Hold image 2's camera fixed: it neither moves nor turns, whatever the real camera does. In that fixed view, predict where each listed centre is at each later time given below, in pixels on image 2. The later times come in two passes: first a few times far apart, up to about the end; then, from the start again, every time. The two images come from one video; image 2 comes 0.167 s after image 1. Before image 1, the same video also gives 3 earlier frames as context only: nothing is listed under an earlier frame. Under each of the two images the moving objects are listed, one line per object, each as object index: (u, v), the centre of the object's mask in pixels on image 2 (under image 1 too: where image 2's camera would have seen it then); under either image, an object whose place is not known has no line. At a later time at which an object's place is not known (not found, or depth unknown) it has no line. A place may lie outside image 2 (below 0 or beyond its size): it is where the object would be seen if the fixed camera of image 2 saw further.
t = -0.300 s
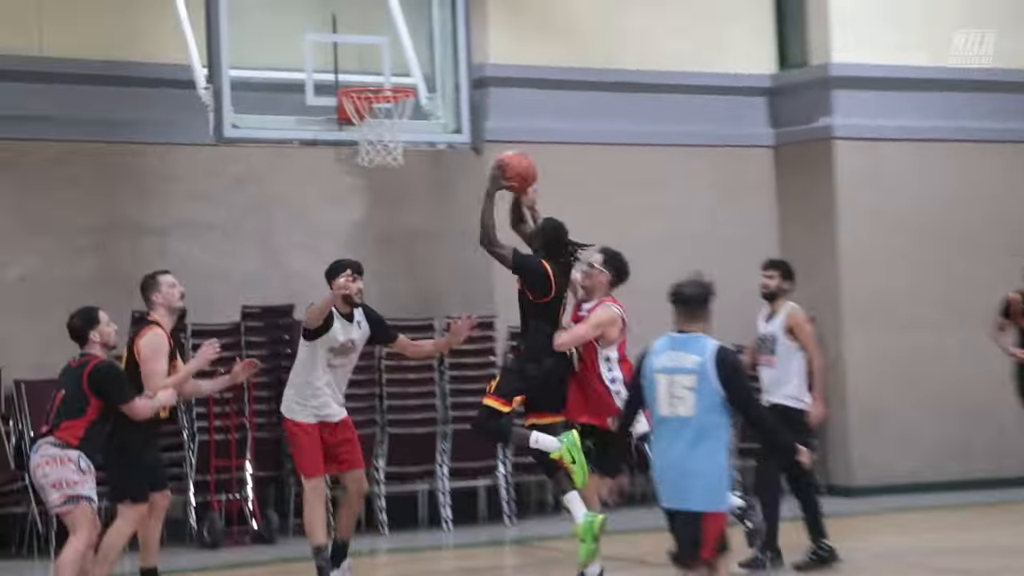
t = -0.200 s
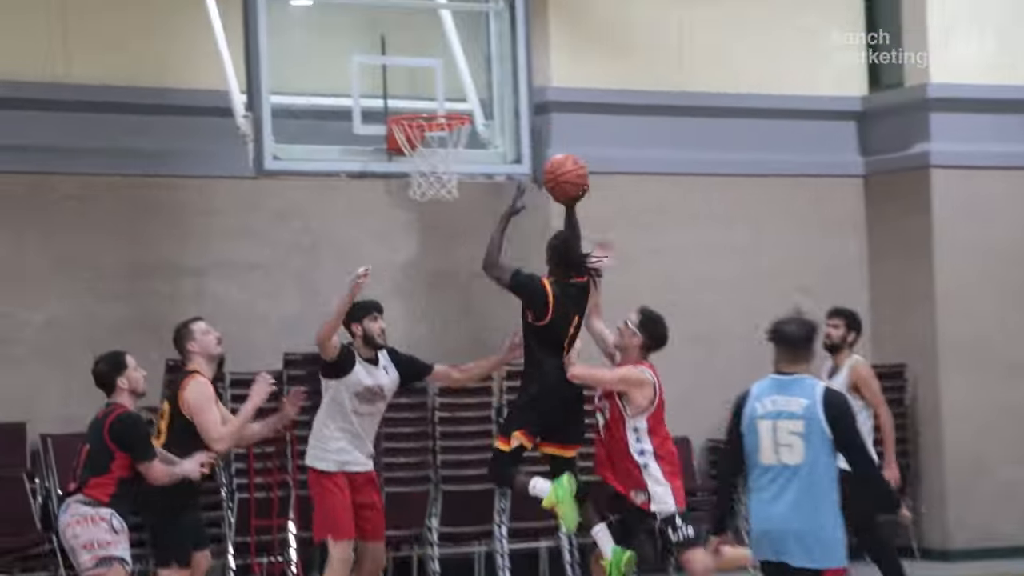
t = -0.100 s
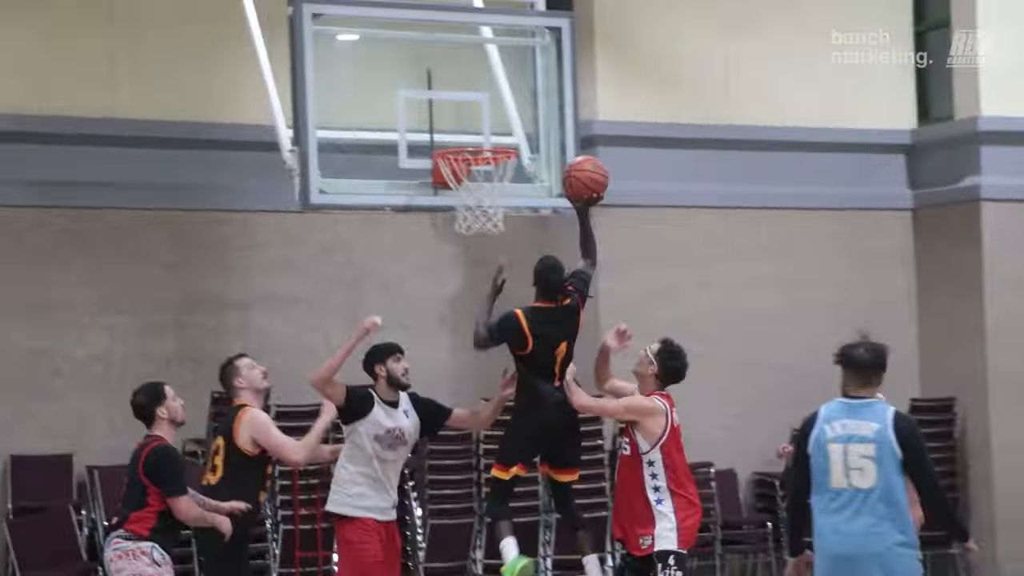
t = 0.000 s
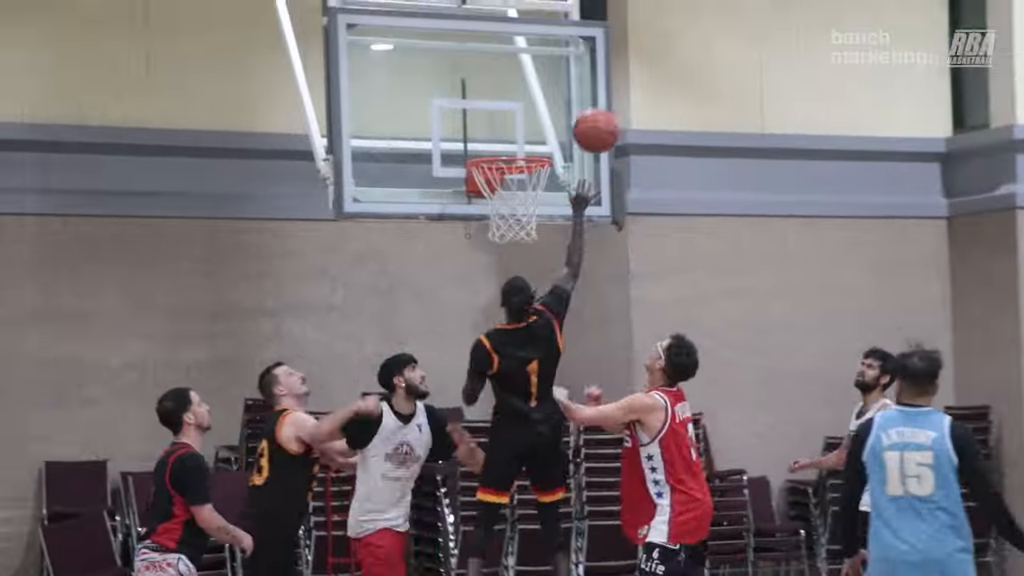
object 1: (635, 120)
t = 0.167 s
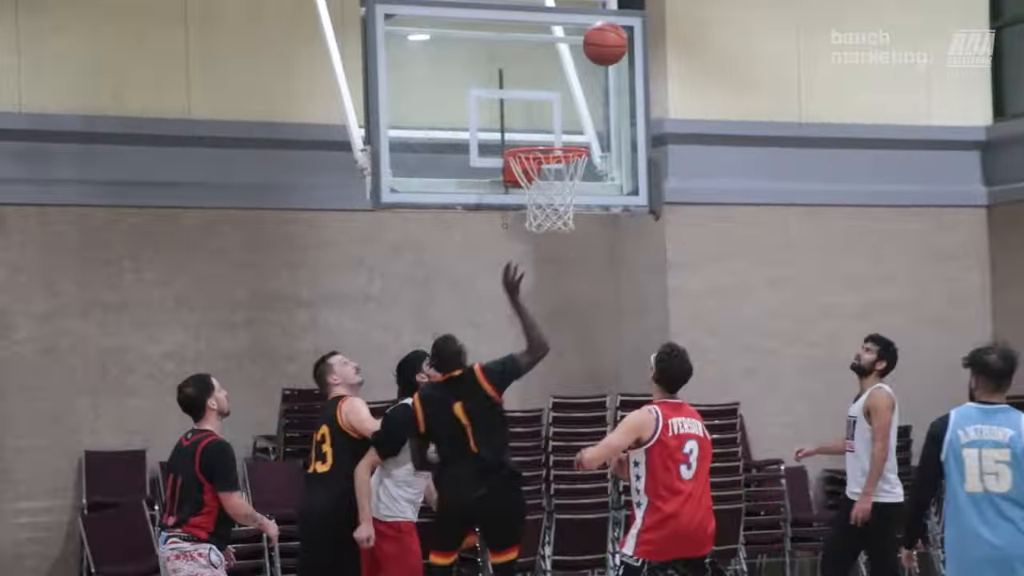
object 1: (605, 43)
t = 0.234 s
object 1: (594, 27)
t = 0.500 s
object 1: (557, 44)
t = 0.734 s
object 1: (536, 140)
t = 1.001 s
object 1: (521, 192)
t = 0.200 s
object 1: (600, 35)
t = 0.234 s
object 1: (594, 27)
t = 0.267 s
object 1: (589, 25)
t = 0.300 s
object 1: (584, 24)
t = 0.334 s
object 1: (580, 24)
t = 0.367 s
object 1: (575, 26)
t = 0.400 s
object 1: (570, 28)
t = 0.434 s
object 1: (566, 31)
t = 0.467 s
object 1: (561, 36)
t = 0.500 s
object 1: (557, 44)
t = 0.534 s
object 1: (553, 55)
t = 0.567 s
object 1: (549, 67)
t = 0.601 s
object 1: (546, 82)
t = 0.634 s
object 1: (542, 97)
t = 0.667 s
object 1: (538, 116)
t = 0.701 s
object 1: (535, 133)
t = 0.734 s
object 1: (536, 140)
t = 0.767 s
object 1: (548, 139)
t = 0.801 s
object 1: (560, 141)
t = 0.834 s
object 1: (556, 143)
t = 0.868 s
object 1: (545, 169)
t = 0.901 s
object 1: (537, 175)
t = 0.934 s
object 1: (528, 182)
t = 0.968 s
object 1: (522, 184)
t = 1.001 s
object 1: (521, 192)
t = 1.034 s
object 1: (523, 210)
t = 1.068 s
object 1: (521, 208)
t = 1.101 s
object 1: (525, 217)
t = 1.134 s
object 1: (525, 224)
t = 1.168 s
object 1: (526, 231)
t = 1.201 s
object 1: (528, 241)
